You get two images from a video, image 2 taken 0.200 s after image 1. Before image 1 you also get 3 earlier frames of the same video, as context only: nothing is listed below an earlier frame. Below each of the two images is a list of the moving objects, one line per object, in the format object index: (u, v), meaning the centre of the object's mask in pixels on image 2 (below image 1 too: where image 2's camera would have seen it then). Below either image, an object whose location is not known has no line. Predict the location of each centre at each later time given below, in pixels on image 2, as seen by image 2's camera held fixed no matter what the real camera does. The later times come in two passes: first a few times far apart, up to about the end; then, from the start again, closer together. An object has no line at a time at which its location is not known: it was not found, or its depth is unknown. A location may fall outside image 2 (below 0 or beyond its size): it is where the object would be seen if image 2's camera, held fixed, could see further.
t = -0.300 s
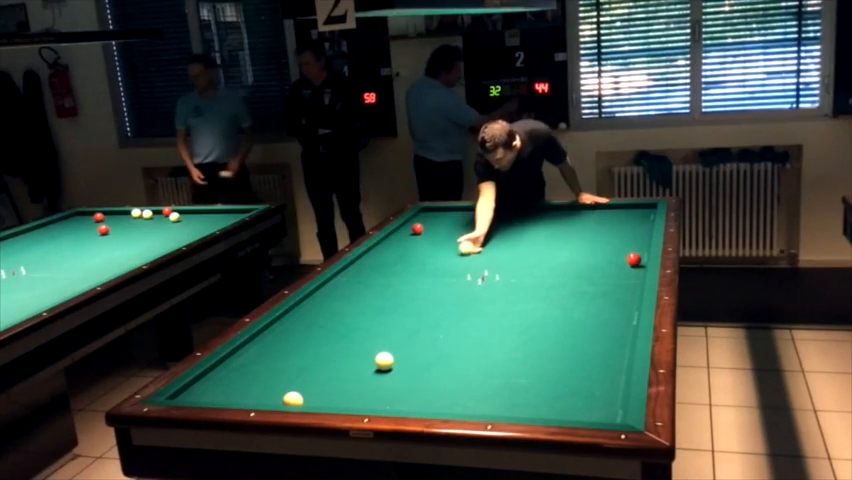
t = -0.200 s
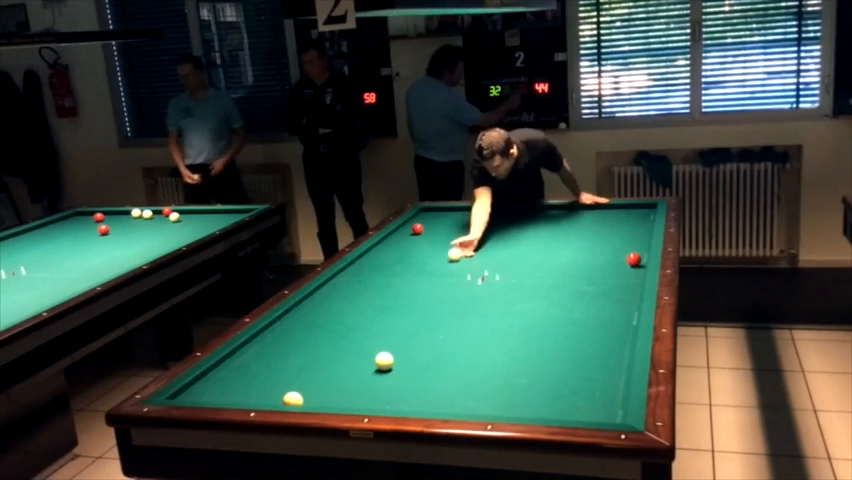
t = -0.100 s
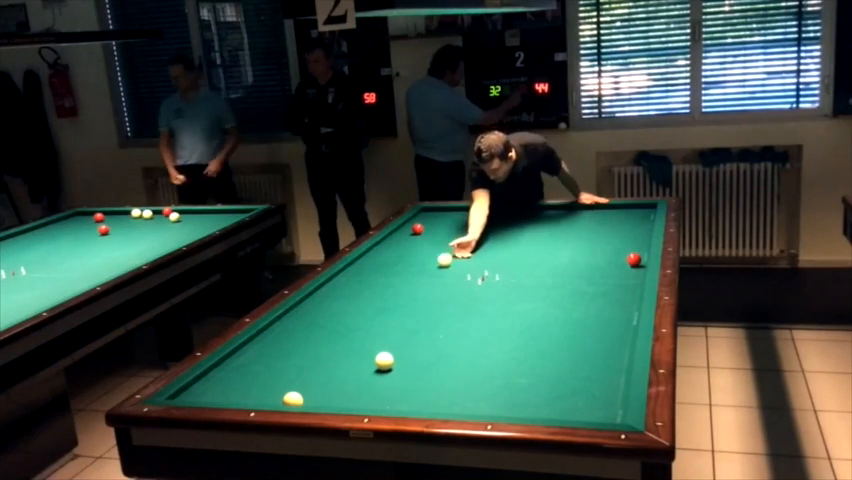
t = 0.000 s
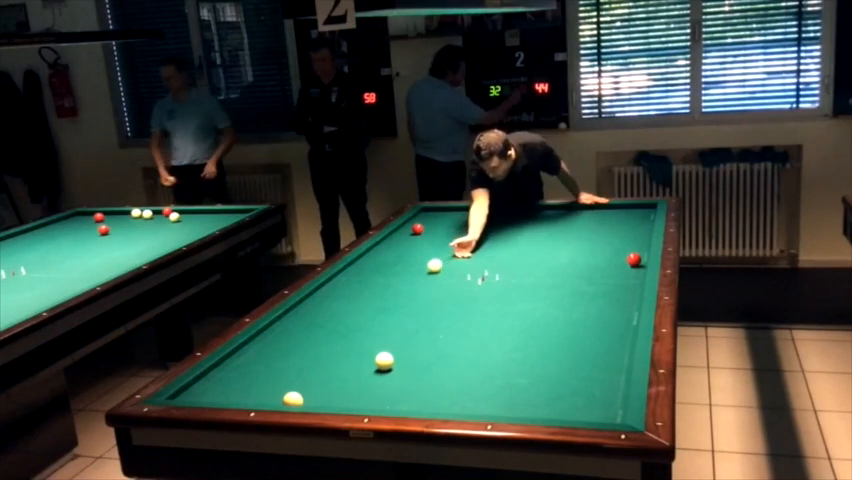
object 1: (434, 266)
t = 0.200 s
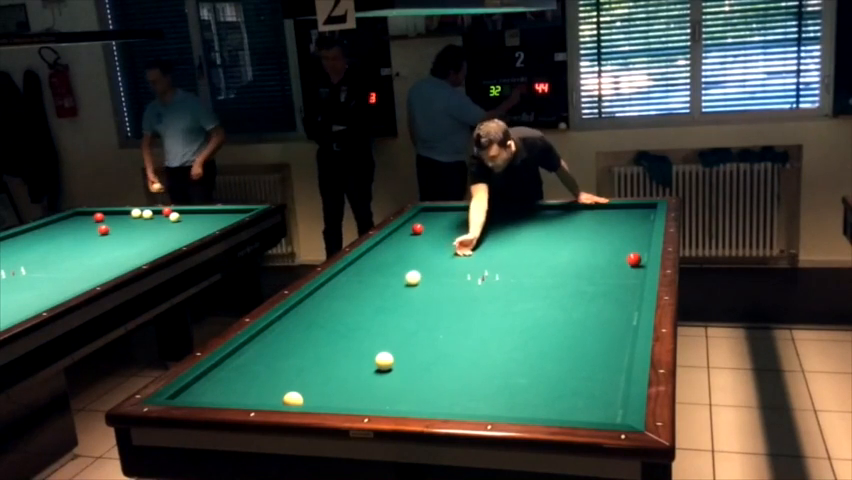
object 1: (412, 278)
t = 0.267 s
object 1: (405, 282)
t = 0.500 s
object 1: (377, 298)
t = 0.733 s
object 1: (346, 315)
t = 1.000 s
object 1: (307, 336)
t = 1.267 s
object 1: (263, 361)
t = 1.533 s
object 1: (212, 390)
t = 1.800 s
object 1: (207, 384)
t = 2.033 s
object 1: (218, 370)
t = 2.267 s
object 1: (232, 357)
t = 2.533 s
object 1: (253, 345)
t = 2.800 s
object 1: (272, 333)
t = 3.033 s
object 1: (287, 325)
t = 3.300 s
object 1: (303, 315)
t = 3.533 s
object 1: (316, 308)
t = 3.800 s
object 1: (329, 300)
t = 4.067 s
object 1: (342, 293)
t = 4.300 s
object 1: (353, 287)
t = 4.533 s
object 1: (362, 281)
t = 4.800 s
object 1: (373, 275)
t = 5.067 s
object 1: (383, 270)
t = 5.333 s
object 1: (392, 265)
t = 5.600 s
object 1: (400, 260)
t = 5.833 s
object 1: (407, 257)
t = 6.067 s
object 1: (414, 253)
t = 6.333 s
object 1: (421, 249)
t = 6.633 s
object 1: (428, 246)
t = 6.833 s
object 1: (433, 243)
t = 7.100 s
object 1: (439, 240)
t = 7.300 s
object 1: (443, 238)
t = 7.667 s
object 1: (450, 235)
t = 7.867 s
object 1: (453, 233)
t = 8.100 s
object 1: (457, 231)
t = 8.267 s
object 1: (460, 230)
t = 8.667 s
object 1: (466, 227)
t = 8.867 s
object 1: (468, 226)
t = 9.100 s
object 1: (471, 224)
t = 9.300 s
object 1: (473, 223)
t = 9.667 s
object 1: (477, 222)
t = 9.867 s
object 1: (479, 221)
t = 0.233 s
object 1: (409, 280)
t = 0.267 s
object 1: (405, 282)
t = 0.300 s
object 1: (401, 284)
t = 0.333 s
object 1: (397, 286)
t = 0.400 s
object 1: (389, 291)
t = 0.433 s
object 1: (385, 293)
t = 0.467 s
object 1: (381, 295)
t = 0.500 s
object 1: (377, 298)
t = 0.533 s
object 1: (373, 300)
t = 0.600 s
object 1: (364, 305)
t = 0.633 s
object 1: (360, 307)
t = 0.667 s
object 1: (355, 310)
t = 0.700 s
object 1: (351, 312)
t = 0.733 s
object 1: (346, 315)
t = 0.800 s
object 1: (337, 320)
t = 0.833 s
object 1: (332, 323)
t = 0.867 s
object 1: (327, 325)
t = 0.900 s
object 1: (322, 328)
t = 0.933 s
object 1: (317, 331)
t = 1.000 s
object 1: (307, 336)
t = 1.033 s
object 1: (302, 339)
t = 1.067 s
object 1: (296, 342)
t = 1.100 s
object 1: (291, 345)
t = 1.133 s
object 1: (286, 348)
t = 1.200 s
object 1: (275, 354)
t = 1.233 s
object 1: (269, 358)
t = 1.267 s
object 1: (263, 361)
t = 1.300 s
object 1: (257, 364)
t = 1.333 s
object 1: (251, 368)
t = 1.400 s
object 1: (238, 375)
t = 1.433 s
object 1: (232, 378)
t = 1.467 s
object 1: (225, 382)
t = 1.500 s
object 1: (219, 386)
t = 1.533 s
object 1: (212, 390)
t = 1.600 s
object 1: (199, 395)
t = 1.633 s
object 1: (198, 395)
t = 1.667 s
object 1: (200, 392)
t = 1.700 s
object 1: (202, 391)
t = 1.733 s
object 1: (204, 389)
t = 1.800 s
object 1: (207, 384)
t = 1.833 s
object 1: (209, 382)
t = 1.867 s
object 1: (210, 380)
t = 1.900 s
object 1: (212, 378)
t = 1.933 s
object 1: (214, 376)
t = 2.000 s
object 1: (216, 372)
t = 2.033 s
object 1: (218, 370)
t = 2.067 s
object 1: (220, 368)
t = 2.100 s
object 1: (221, 366)
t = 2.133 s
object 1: (223, 364)
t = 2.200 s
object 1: (227, 360)
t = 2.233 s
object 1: (230, 358)
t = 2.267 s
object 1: (232, 357)
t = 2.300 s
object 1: (235, 356)
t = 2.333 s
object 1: (238, 354)
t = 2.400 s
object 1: (243, 351)
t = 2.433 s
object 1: (246, 349)
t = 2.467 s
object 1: (248, 347)
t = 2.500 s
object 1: (250, 346)
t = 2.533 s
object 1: (253, 345)
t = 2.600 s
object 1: (258, 342)
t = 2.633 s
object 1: (260, 340)
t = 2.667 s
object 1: (263, 339)
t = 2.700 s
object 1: (265, 337)
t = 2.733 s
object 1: (267, 336)
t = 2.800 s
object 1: (272, 333)
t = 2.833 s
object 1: (274, 332)
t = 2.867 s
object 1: (276, 331)
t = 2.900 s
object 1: (278, 330)
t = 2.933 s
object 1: (280, 328)
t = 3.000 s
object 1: (285, 326)
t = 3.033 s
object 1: (287, 325)
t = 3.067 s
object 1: (289, 323)
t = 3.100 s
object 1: (291, 322)
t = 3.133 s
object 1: (293, 321)
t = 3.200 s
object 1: (297, 319)
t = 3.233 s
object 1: (299, 317)
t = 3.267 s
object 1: (301, 316)
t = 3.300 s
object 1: (303, 315)
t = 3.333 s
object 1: (304, 314)
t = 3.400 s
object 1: (308, 312)
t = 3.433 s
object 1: (310, 311)
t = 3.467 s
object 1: (312, 310)
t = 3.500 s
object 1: (314, 309)
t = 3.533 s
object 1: (316, 308)
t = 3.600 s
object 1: (319, 306)
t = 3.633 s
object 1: (321, 305)
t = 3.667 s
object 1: (323, 304)
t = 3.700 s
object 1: (324, 303)
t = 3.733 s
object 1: (326, 302)
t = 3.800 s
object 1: (329, 300)
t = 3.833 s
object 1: (331, 299)
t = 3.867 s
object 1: (333, 298)
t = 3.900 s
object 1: (334, 297)
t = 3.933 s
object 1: (336, 296)
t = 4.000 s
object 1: (339, 295)
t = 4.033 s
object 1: (341, 294)
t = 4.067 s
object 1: (342, 293)
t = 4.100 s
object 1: (344, 292)
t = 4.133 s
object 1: (345, 291)
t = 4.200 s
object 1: (348, 289)
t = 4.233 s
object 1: (350, 289)
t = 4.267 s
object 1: (351, 288)
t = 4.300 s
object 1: (353, 287)
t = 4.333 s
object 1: (354, 286)
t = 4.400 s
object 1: (357, 284)
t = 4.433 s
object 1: (358, 284)
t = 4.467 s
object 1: (360, 283)
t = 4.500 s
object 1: (361, 282)
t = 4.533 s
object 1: (362, 281)
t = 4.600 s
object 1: (365, 280)
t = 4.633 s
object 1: (366, 279)
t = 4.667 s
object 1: (368, 278)
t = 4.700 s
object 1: (369, 277)
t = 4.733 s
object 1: (370, 277)
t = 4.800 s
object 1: (373, 275)
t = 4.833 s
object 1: (374, 275)
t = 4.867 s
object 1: (375, 274)
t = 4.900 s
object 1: (376, 273)
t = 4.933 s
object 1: (378, 272)
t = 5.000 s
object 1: (380, 271)
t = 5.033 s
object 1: (381, 271)
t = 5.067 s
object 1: (383, 270)
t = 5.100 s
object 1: (384, 270)
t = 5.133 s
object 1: (385, 269)
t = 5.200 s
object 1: (387, 267)
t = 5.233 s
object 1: (388, 267)
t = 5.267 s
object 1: (389, 266)
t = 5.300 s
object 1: (391, 266)
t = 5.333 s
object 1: (392, 265)
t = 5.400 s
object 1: (394, 264)
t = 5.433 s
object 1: (395, 263)
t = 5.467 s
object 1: (396, 263)
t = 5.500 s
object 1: (397, 262)
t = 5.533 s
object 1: (398, 262)
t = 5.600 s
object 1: (400, 260)
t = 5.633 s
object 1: (401, 260)
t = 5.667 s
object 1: (402, 259)
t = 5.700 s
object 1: (404, 259)
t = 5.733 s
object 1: (405, 258)
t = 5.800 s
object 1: (407, 257)
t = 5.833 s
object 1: (407, 257)
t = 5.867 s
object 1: (409, 256)
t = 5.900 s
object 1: (409, 255)
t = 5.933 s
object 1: (410, 255)
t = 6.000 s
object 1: (412, 254)
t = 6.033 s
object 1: (413, 254)
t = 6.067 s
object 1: (414, 253)
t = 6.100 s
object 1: (415, 253)
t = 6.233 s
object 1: (418, 251)
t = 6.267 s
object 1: (419, 250)
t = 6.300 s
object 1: (420, 250)
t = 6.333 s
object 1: (421, 249)
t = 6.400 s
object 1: (423, 249)
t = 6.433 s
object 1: (424, 248)
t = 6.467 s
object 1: (424, 248)
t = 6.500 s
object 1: (425, 247)
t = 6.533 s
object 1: (426, 247)
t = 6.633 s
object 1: (428, 246)
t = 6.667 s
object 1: (429, 245)
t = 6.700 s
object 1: (430, 245)
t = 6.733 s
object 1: (431, 244)
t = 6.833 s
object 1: (433, 243)
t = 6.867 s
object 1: (434, 243)
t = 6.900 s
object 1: (435, 243)
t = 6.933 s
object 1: (435, 242)
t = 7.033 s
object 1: (437, 241)
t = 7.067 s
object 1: (438, 241)
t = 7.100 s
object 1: (439, 240)
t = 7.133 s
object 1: (439, 240)
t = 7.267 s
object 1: (442, 239)
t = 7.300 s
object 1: (443, 238)
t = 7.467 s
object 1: (446, 237)
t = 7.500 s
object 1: (447, 237)
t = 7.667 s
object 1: (450, 235)
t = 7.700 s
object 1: (450, 235)
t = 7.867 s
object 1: (453, 233)
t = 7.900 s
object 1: (454, 233)
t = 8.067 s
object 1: (457, 232)
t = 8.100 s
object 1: (457, 231)
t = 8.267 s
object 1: (460, 230)
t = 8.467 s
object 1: (463, 228)
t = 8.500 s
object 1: (463, 228)
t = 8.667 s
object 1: (466, 227)
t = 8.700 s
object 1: (466, 227)
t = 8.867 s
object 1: (468, 226)
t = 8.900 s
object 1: (469, 226)
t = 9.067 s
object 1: (471, 224)
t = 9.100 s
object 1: (471, 224)
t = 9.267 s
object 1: (473, 224)
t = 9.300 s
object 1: (473, 223)
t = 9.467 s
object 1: (475, 223)
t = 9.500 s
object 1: (475, 222)
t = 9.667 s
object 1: (477, 222)
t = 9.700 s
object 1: (477, 222)
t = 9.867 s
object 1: (479, 221)
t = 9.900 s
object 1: (479, 221)
